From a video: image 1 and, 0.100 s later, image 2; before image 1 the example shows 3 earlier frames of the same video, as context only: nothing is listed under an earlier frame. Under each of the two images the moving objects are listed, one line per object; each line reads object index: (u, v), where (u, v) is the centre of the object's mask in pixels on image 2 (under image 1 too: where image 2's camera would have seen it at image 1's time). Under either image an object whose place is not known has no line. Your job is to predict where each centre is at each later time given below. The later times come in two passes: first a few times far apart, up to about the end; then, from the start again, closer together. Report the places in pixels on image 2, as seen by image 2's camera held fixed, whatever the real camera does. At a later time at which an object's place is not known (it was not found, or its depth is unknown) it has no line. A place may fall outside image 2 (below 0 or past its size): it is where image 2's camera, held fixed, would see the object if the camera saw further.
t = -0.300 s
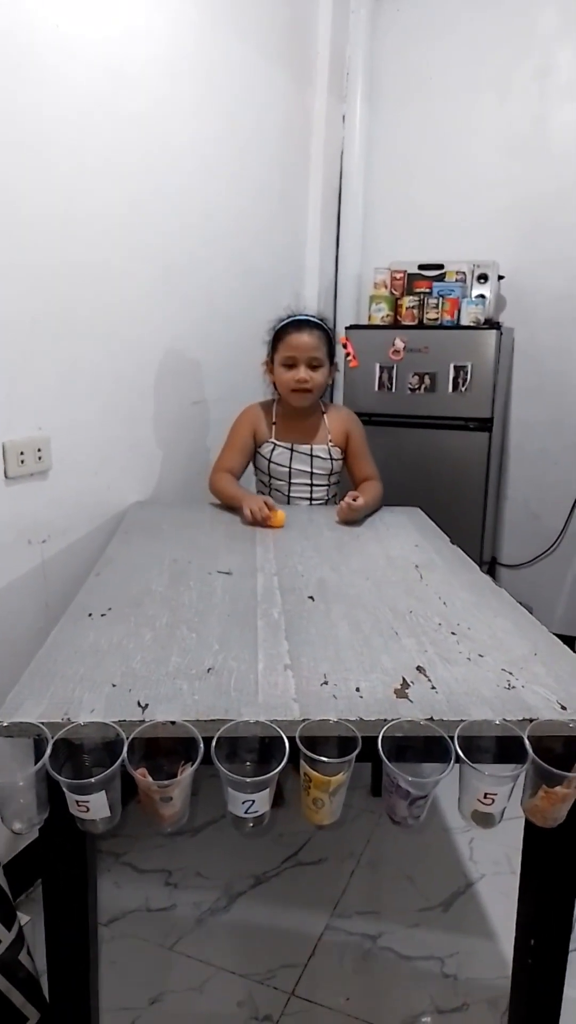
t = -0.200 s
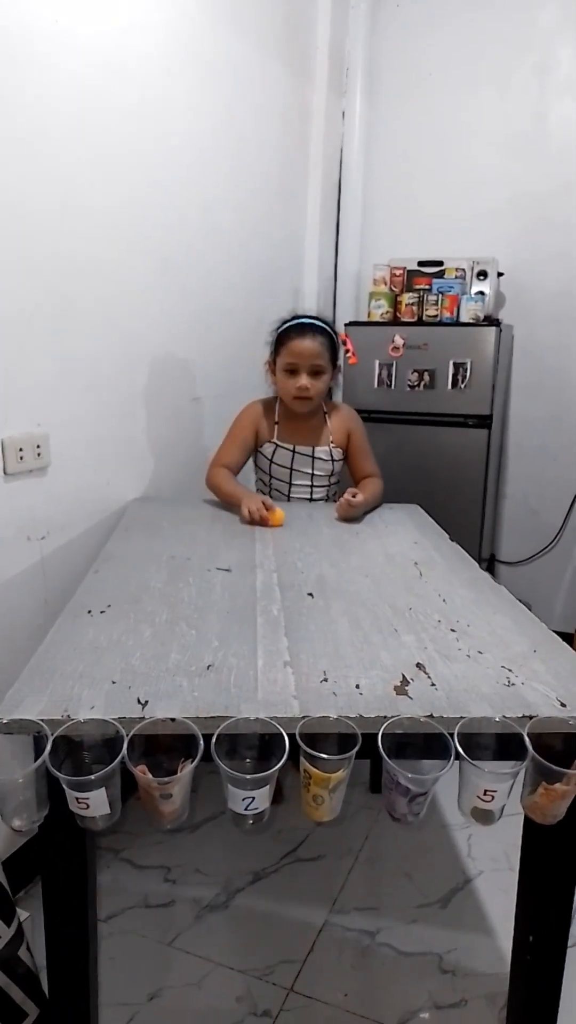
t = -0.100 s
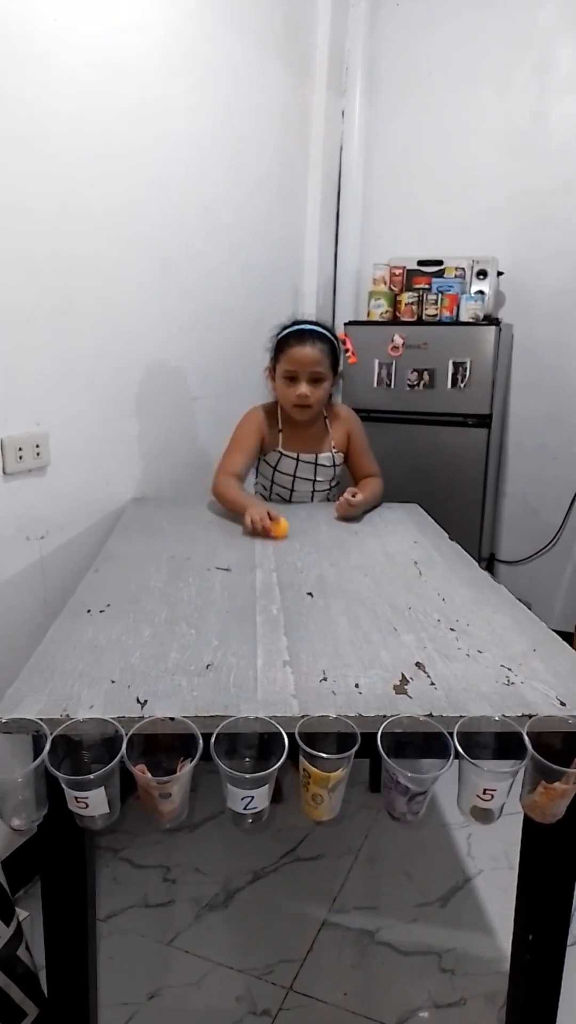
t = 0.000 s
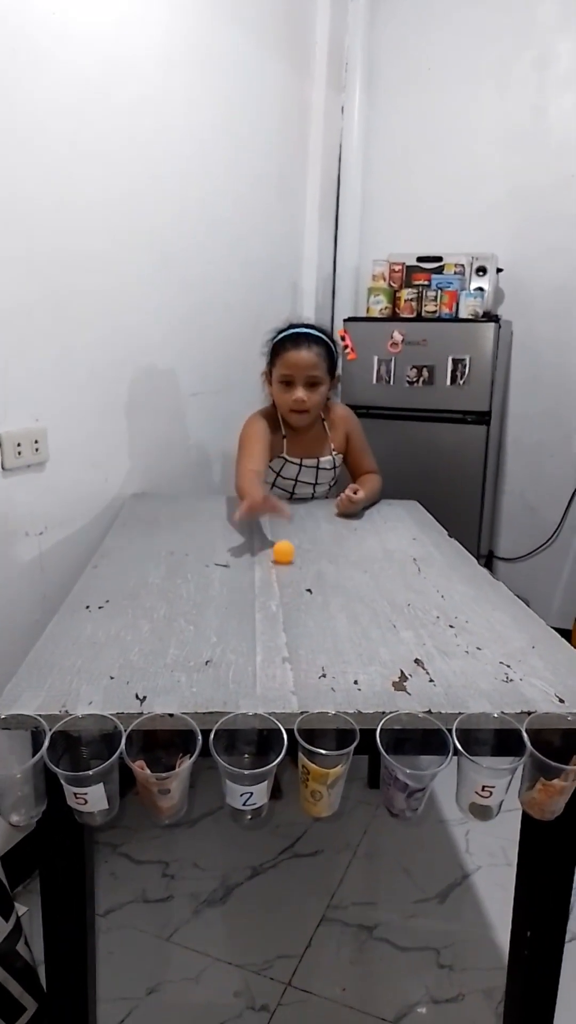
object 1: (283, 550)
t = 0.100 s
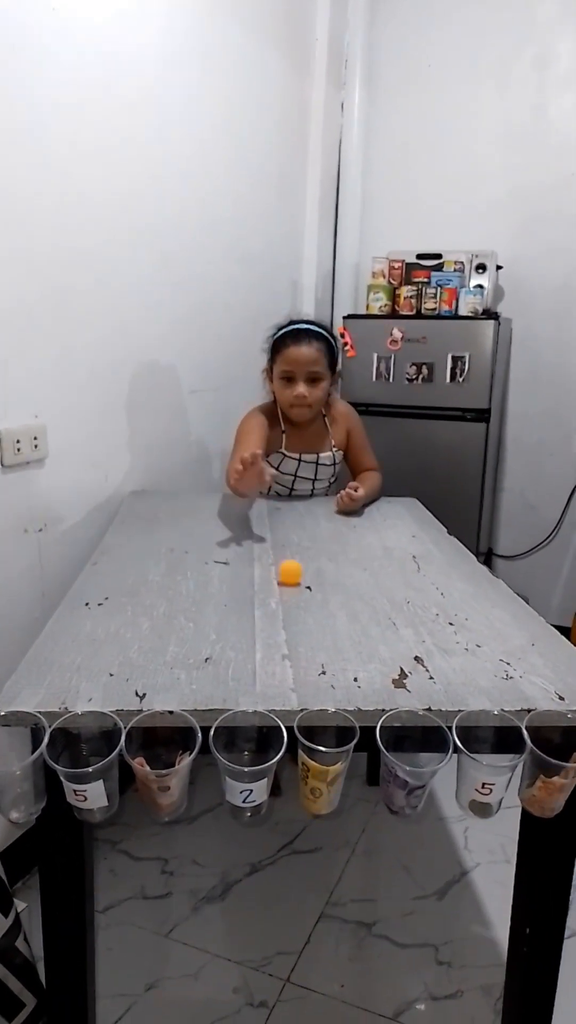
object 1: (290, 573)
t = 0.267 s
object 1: (307, 610)
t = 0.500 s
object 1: (336, 680)
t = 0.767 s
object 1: (260, 773)
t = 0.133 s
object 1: (293, 581)
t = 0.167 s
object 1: (296, 589)
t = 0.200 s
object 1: (298, 593)
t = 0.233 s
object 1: (303, 602)
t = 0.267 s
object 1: (307, 610)
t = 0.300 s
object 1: (310, 619)
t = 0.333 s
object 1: (315, 630)
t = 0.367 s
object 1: (319, 639)
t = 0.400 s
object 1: (323, 648)
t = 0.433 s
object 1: (327, 658)
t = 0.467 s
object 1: (332, 669)
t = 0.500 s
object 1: (336, 680)
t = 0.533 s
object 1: (337, 685)
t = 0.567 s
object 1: (340, 694)
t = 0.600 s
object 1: (343, 717)
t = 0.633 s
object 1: (324, 729)
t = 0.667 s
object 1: (304, 721)
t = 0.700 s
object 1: (288, 731)
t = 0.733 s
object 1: (274, 748)
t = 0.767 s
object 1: (260, 773)
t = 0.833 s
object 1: (227, 951)
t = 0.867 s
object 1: (220, 1010)
